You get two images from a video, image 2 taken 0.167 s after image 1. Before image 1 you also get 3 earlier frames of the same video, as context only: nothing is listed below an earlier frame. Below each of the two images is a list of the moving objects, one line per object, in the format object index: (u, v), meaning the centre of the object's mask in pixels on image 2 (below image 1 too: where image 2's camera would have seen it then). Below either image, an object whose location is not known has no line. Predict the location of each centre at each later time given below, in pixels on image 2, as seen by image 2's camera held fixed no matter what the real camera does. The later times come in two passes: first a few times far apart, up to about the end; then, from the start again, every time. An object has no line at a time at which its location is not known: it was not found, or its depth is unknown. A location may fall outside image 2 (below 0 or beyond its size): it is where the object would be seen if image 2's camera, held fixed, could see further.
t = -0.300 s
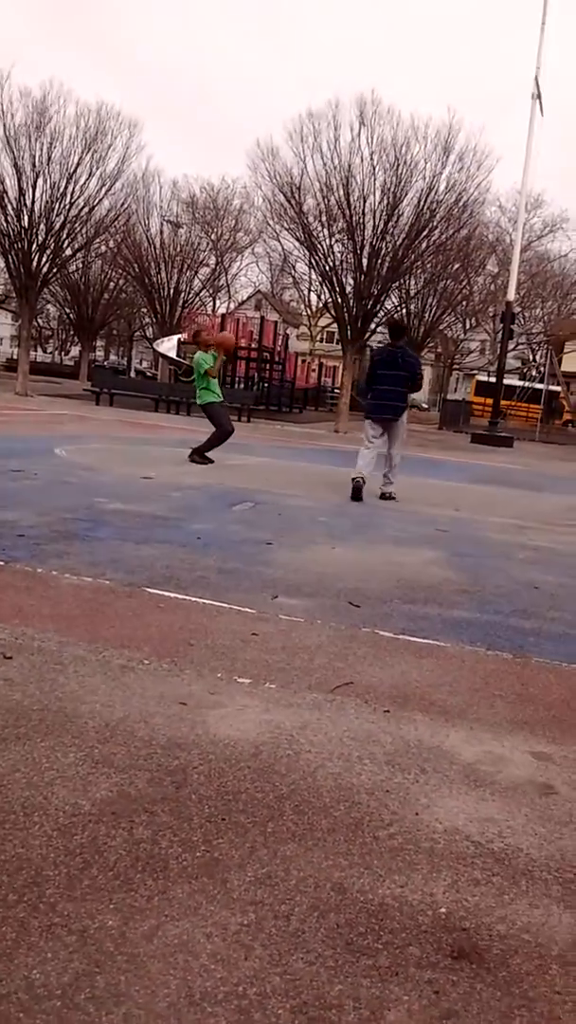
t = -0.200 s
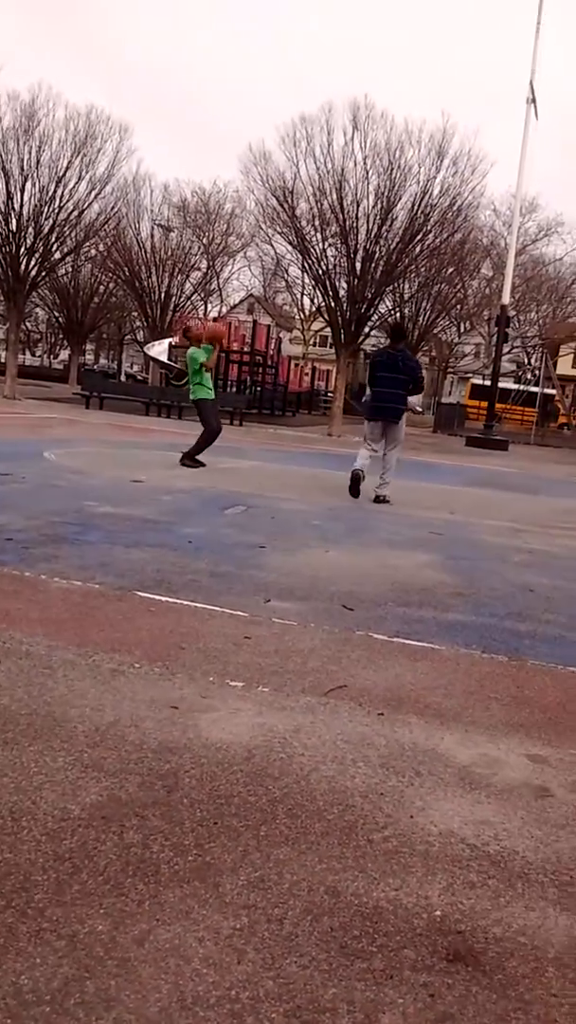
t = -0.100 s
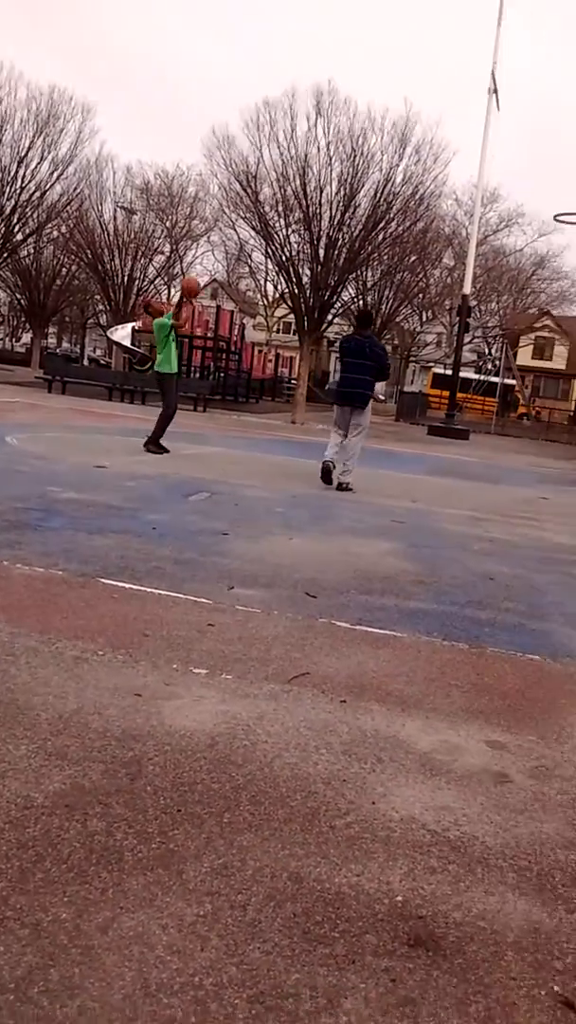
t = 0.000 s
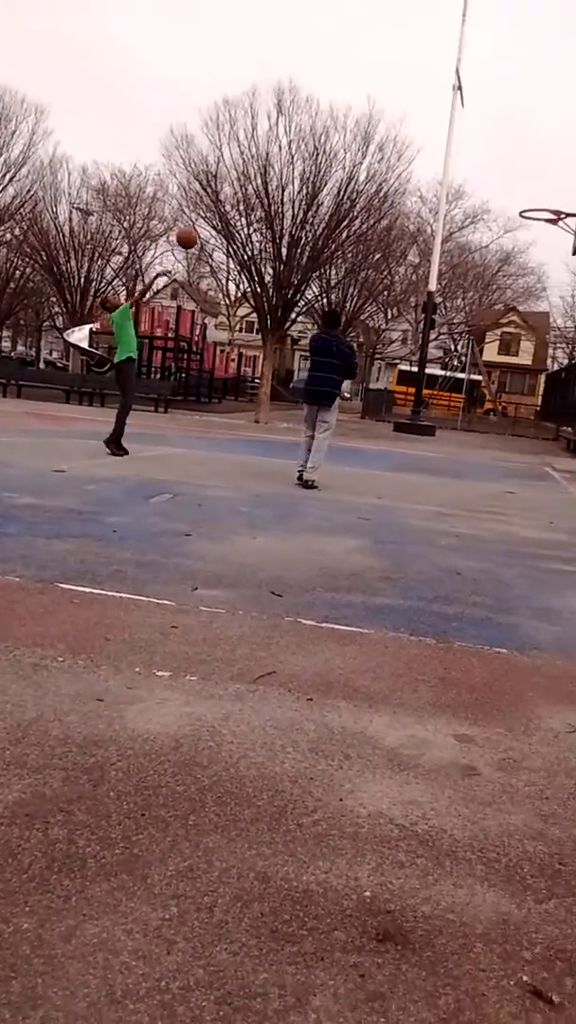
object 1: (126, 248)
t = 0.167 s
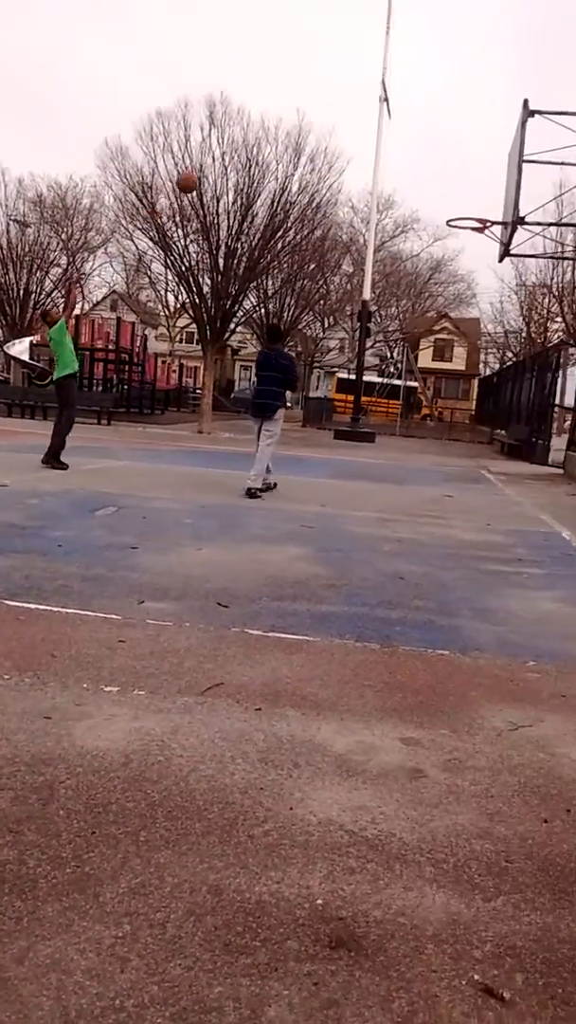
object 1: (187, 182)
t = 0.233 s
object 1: (211, 164)
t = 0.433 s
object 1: (283, 128)
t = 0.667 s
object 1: (364, 131)
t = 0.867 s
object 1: (430, 174)
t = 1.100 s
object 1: (485, 189)
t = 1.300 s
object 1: (493, 152)
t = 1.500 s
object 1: (487, 152)
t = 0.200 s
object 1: (198, 174)
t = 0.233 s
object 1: (211, 164)
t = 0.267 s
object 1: (222, 156)
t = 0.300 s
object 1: (235, 148)
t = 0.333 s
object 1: (247, 143)
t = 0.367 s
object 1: (258, 139)
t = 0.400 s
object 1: (270, 134)
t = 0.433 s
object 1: (283, 128)
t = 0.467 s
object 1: (295, 125)
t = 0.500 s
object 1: (307, 123)
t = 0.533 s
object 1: (318, 124)
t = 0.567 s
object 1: (329, 126)
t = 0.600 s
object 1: (340, 130)
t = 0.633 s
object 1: (352, 131)
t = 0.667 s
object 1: (364, 131)
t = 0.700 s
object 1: (375, 136)
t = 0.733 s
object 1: (386, 143)
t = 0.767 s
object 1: (397, 150)
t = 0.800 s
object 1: (407, 159)
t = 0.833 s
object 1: (419, 165)
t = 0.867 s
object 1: (430, 174)
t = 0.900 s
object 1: (441, 186)
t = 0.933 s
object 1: (450, 199)
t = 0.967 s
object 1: (459, 213)
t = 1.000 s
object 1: (466, 223)
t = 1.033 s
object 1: (472, 213)
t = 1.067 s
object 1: (479, 199)
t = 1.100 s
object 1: (485, 189)
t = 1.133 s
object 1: (490, 181)
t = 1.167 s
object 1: (493, 174)
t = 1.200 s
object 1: (492, 168)
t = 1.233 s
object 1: (493, 162)
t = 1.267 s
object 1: (493, 156)
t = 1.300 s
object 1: (493, 152)
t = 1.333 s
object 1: (491, 150)
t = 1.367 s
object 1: (490, 149)
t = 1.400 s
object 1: (489, 149)
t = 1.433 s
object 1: (488, 149)
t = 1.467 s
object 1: (488, 150)
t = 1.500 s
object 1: (487, 152)
